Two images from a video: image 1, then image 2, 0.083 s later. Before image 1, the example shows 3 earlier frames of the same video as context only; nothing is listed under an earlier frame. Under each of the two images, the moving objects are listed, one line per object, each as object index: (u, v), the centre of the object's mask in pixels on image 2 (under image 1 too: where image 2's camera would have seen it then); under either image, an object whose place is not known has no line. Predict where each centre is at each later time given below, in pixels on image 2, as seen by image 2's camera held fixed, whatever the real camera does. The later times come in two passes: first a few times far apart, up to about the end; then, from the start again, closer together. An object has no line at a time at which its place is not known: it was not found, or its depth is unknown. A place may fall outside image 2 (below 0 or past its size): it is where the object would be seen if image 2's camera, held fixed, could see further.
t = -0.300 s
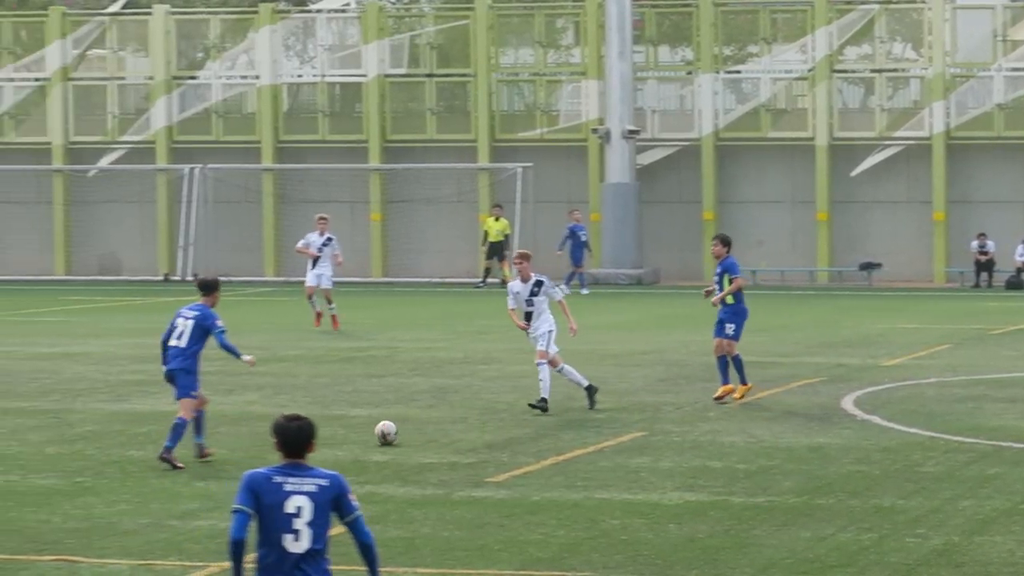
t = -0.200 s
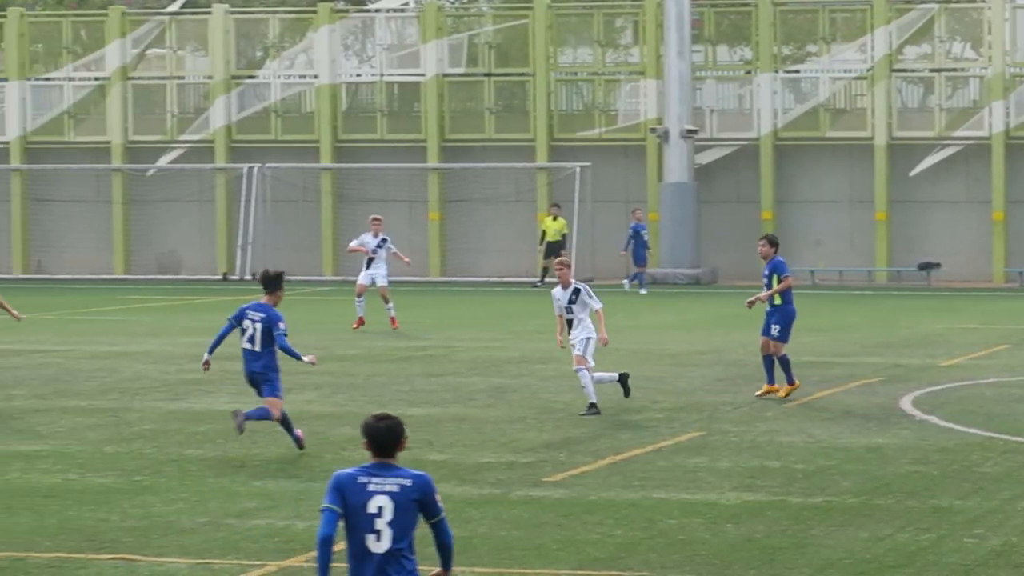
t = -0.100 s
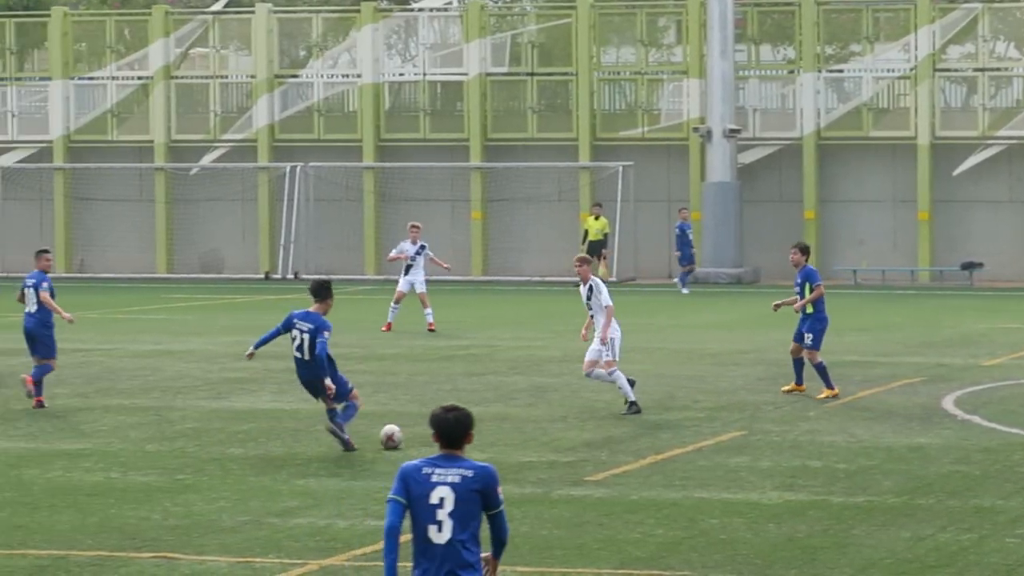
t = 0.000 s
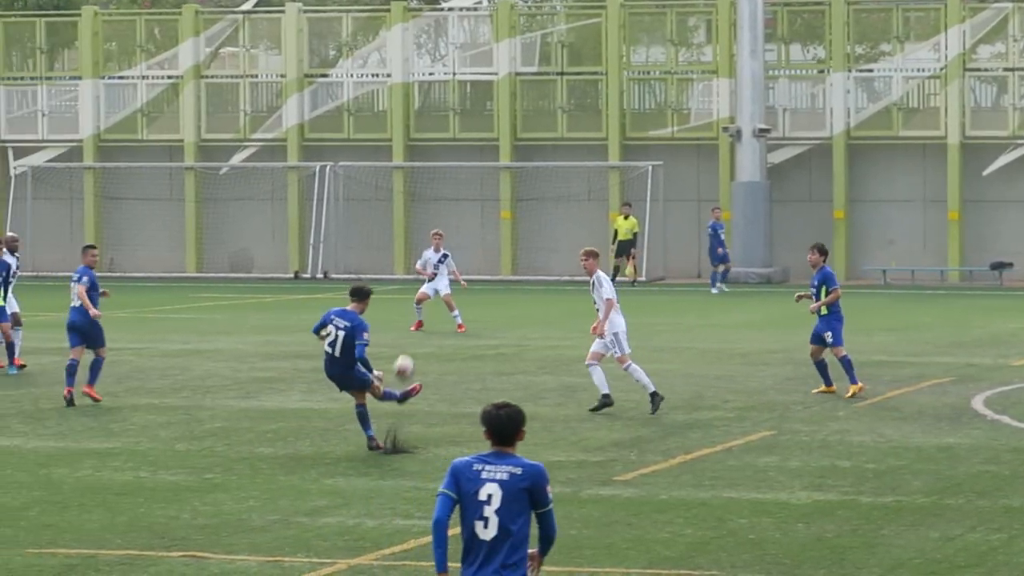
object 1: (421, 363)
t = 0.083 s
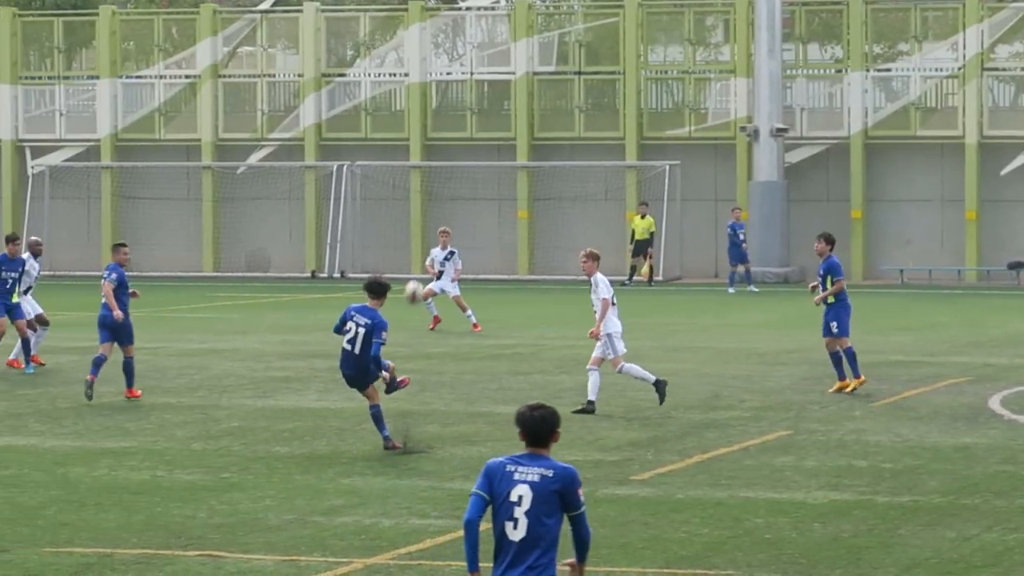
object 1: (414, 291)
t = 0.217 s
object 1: (391, 204)
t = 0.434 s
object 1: (338, 121)
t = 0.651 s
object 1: (276, 90)
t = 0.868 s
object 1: (207, 96)
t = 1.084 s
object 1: (137, 131)
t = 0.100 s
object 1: (412, 277)
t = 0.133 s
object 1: (406, 253)
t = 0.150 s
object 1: (404, 242)
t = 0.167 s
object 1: (401, 232)
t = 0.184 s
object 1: (398, 223)
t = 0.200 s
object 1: (395, 212)
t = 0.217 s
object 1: (391, 204)
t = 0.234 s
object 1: (388, 196)
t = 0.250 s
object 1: (384, 186)
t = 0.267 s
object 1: (381, 179)
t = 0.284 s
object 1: (377, 172)
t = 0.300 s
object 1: (373, 165)
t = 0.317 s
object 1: (369, 159)
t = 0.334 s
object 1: (365, 152)
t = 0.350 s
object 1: (360, 146)
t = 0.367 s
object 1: (356, 141)
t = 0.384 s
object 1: (352, 135)
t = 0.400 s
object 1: (347, 130)
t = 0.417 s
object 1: (343, 125)
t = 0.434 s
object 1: (338, 121)
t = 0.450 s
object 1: (334, 117)
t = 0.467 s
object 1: (329, 113)
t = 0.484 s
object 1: (324, 110)
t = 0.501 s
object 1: (320, 107)
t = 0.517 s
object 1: (315, 105)
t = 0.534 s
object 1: (310, 102)
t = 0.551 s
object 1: (305, 99)
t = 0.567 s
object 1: (301, 97)
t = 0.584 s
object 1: (295, 95)
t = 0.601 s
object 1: (290, 94)
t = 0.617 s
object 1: (285, 92)
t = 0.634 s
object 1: (281, 91)
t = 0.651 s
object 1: (276, 90)
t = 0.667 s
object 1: (271, 89)
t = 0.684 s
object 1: (266, 89)
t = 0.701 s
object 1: (260, 88)
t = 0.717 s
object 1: (255, 88)
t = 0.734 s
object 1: (250, 88)
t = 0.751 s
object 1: (245, 88)
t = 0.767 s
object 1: (240, 89)
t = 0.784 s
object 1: (234, 89)
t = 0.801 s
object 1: (229, 90)
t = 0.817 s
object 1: (223, 91)
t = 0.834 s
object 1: (218, 93)
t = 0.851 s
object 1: (213, 94)
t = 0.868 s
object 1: (207, 96)
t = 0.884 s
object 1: (202, 98)
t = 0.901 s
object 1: (197, 100)
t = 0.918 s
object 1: (191, 102)
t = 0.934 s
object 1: (186, 104)
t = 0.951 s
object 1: (180, 107)
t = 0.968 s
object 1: (175, 109)
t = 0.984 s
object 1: (170, 112)
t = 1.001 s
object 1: (164, 115)
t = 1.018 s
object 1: (158, 118)
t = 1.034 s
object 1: (153, 122)
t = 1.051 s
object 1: (147, 125)
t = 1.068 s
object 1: (142, 127)
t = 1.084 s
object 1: (137, 131)
